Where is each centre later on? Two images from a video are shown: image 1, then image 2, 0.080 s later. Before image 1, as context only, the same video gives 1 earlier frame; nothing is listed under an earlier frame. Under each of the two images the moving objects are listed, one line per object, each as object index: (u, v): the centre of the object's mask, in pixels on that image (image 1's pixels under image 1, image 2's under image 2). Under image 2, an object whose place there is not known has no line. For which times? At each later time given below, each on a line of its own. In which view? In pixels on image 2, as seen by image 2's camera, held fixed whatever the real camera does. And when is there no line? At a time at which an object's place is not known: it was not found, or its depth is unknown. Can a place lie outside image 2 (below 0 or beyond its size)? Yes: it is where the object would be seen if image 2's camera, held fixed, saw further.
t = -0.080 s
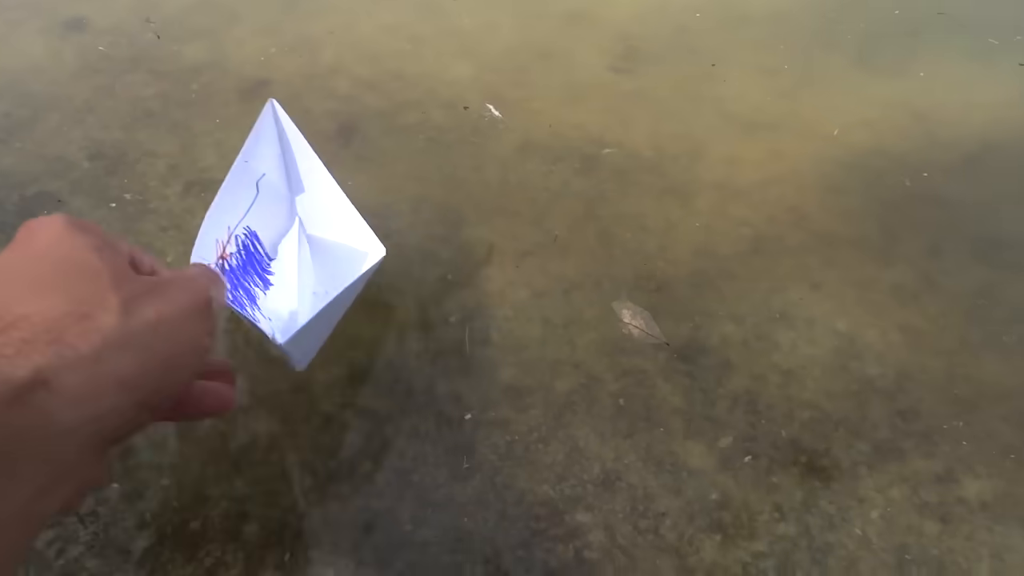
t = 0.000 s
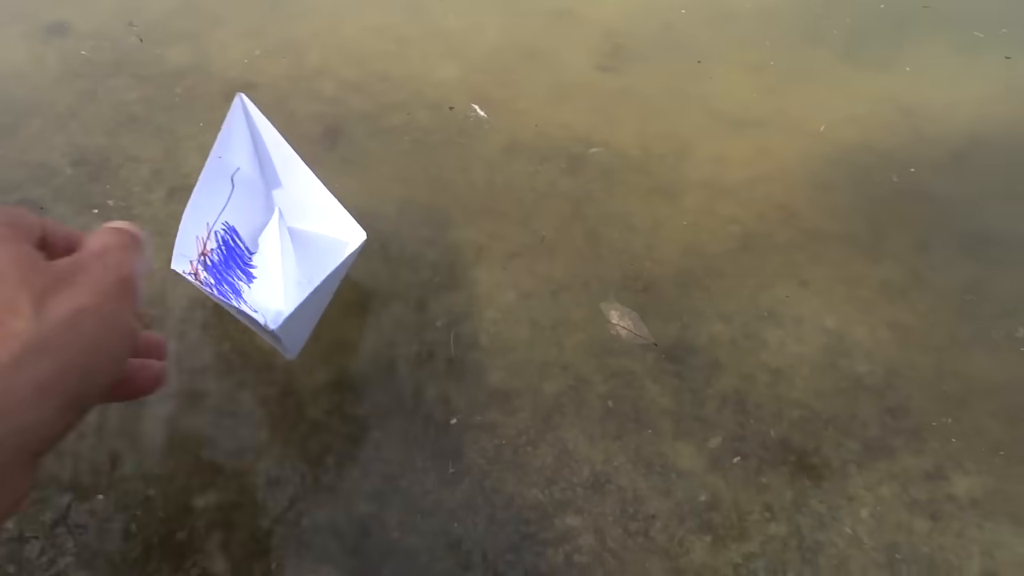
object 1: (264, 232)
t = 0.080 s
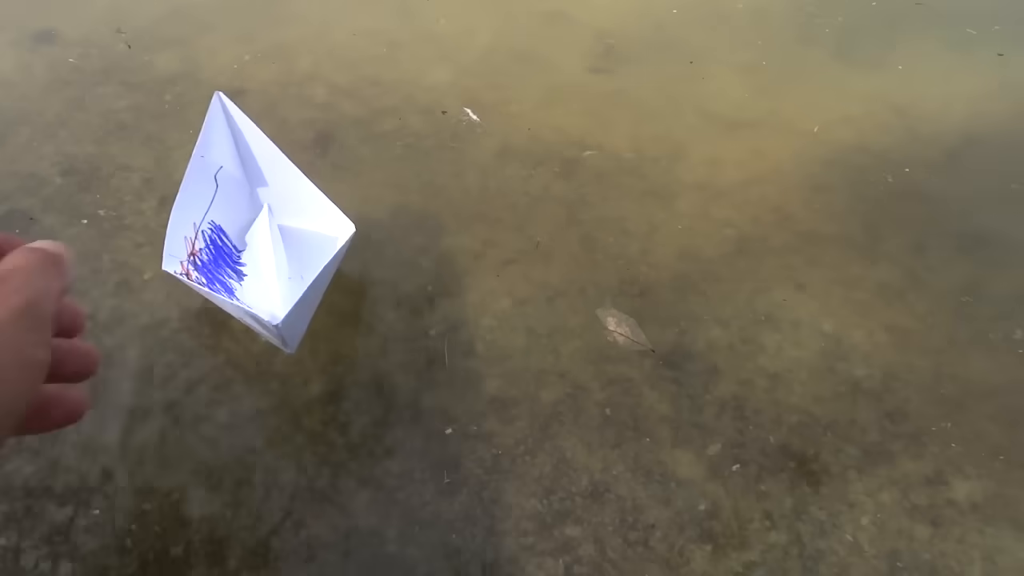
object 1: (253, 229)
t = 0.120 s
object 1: (251, 223)
